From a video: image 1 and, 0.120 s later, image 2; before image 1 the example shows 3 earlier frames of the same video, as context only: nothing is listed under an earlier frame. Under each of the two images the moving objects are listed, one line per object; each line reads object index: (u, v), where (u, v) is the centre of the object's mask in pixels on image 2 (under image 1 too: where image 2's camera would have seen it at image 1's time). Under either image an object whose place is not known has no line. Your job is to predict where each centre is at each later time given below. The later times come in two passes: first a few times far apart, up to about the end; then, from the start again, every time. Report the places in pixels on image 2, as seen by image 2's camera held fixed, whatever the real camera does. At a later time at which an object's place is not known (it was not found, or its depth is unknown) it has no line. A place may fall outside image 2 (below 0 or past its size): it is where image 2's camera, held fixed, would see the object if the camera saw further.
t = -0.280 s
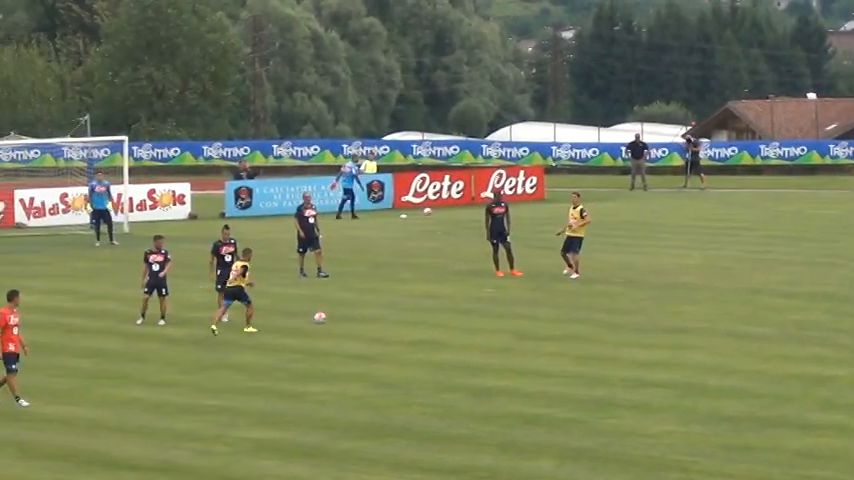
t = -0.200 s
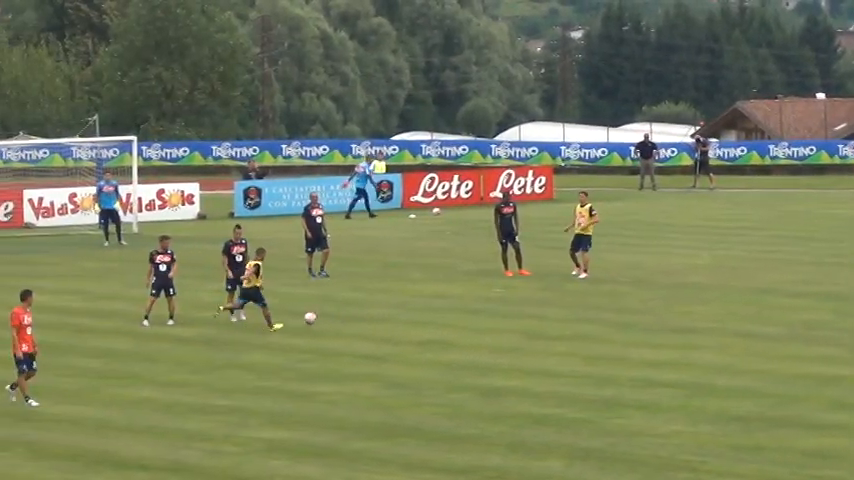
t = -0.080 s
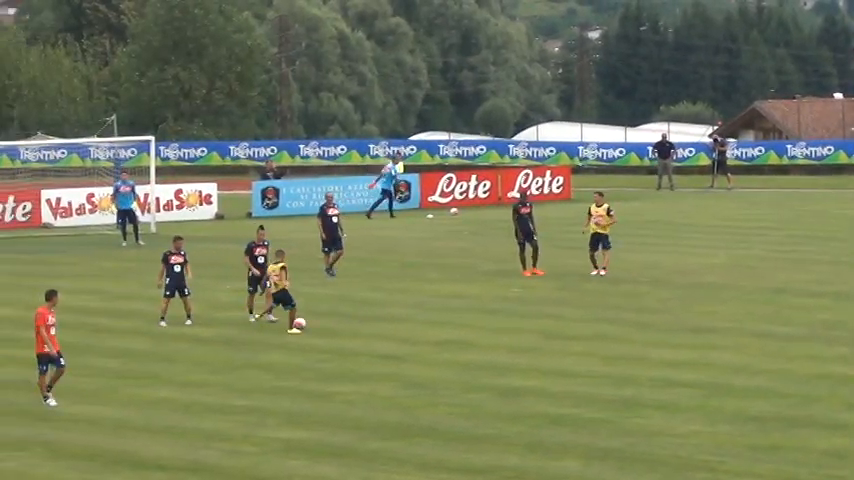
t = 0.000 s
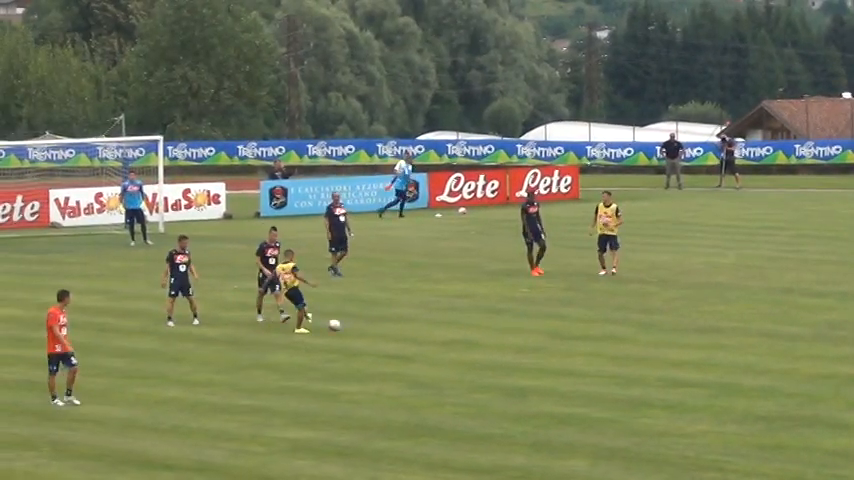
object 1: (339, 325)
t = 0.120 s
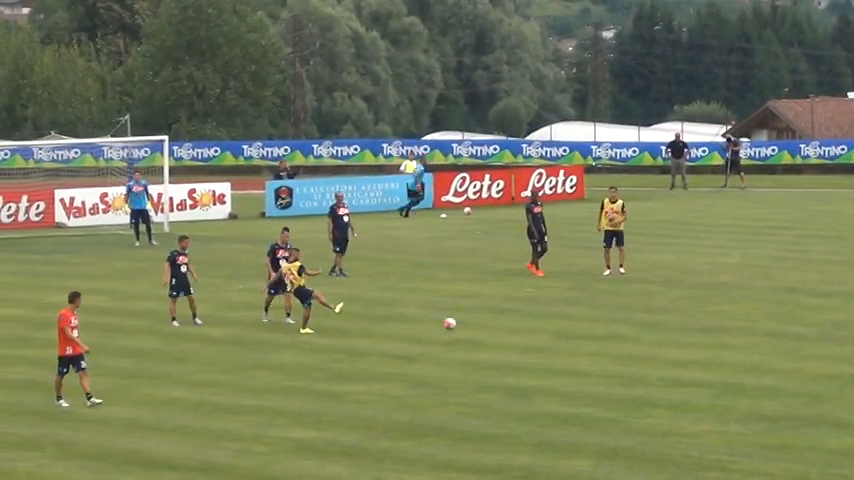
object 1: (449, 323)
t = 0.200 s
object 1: (519, 327)
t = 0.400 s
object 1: (666, 328)
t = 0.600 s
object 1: (789, 330)
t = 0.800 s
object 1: (900, 334)
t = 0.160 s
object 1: (485, 325)
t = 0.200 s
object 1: (519, 327)
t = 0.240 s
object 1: (550, 326)
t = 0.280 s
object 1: (580, 326)
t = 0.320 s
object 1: (610, 327)
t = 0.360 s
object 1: (640, 328)
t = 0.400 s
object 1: (666, 328)
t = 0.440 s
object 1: (692, 328)
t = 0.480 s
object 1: (718, 329)
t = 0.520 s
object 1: (742, 330)
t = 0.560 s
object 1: (765, 330)
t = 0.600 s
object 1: (789, 330)
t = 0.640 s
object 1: (811, 331)
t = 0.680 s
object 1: (834, 332)
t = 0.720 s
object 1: (857, 332)
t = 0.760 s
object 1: (878, 333)
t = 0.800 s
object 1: (900, 334)
